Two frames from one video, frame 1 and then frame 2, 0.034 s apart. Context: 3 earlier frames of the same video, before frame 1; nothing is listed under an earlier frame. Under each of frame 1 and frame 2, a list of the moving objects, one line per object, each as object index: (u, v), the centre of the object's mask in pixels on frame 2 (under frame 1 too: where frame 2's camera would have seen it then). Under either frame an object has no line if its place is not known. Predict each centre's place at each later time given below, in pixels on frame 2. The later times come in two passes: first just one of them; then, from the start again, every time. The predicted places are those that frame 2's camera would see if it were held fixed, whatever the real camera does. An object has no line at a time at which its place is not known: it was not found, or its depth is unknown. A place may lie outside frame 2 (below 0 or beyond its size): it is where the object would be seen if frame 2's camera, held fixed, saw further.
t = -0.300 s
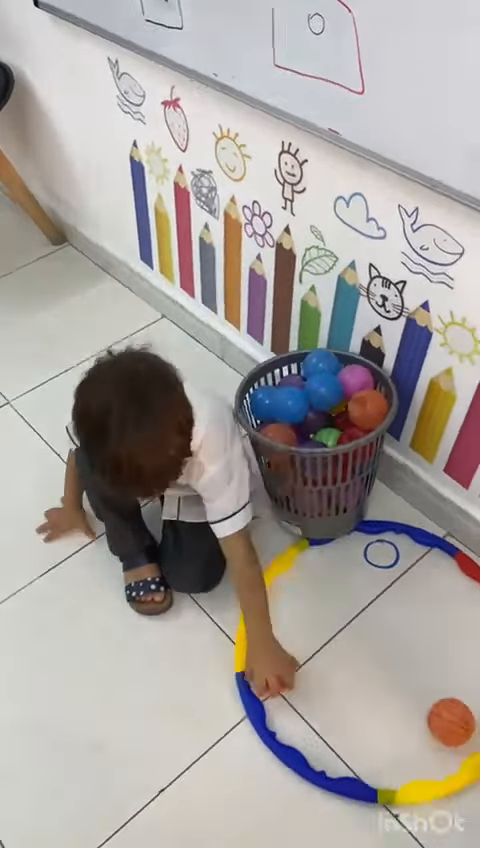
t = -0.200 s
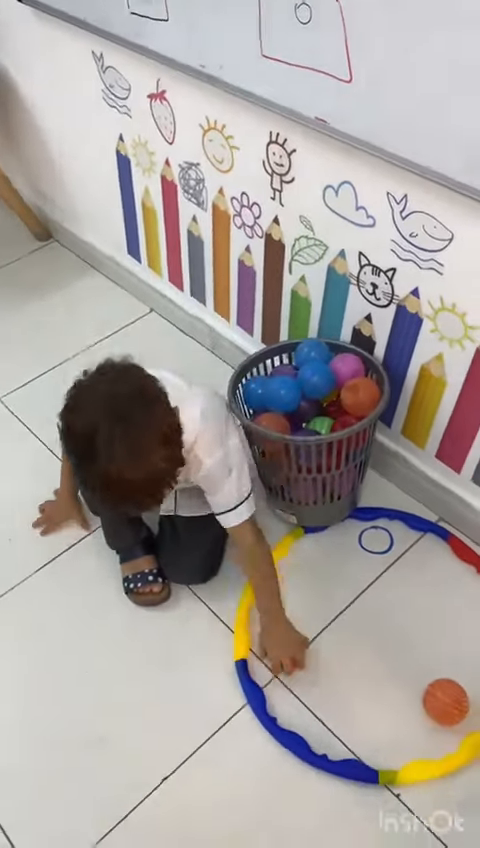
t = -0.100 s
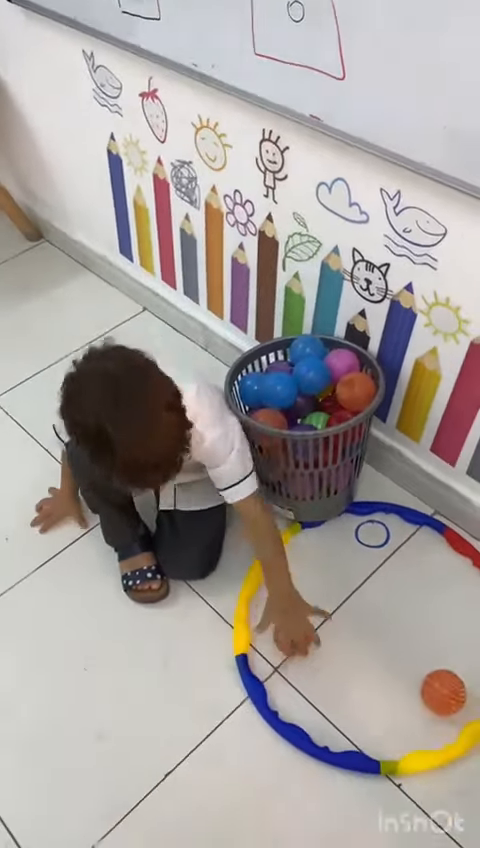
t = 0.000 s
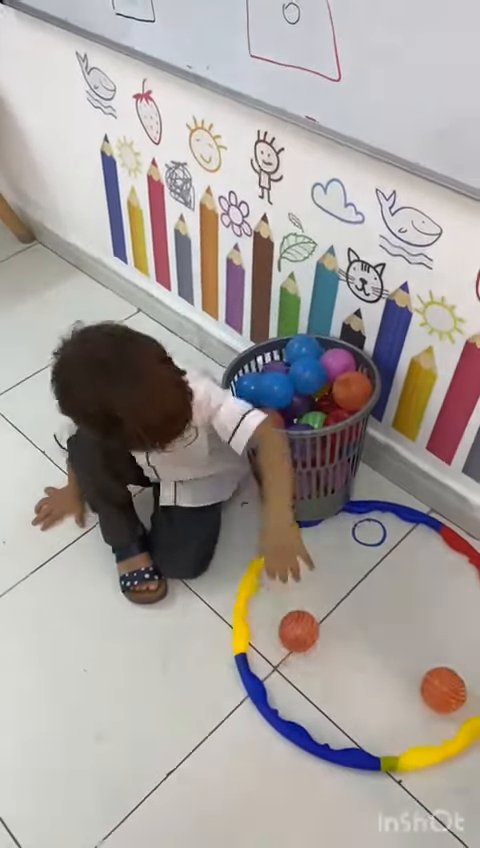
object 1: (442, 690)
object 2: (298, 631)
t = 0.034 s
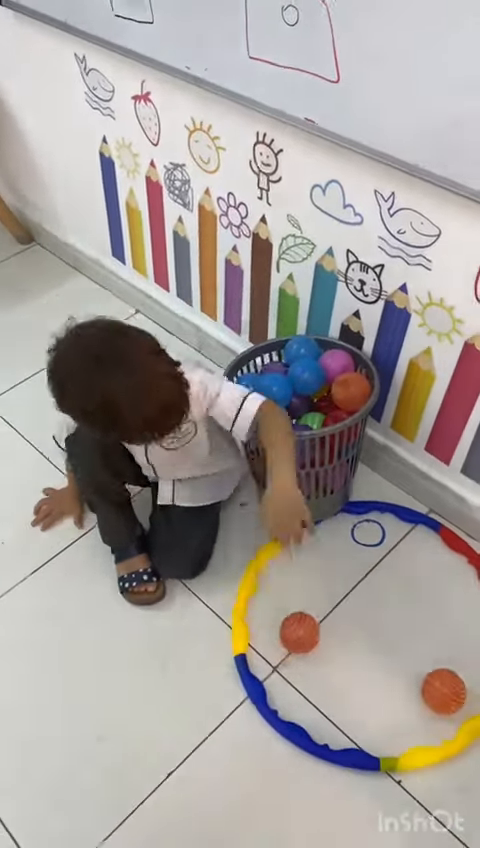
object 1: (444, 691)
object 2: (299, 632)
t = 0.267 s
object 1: (447, 705)
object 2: (282, 642)
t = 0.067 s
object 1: (445, 693)
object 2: (300, 634)
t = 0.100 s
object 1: (446, 695)
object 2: (299, 635)
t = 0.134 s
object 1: (447, 697)
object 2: (297, 636)
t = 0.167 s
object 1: (447, 699)
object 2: (293, 637)
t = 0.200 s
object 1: (447, 701)
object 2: (290, 638)
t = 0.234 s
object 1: (447, 703)
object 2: (286, 640)
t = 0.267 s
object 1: (447, 705)
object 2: (282, 642)
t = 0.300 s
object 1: (449, 707)
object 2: (277, 643)
